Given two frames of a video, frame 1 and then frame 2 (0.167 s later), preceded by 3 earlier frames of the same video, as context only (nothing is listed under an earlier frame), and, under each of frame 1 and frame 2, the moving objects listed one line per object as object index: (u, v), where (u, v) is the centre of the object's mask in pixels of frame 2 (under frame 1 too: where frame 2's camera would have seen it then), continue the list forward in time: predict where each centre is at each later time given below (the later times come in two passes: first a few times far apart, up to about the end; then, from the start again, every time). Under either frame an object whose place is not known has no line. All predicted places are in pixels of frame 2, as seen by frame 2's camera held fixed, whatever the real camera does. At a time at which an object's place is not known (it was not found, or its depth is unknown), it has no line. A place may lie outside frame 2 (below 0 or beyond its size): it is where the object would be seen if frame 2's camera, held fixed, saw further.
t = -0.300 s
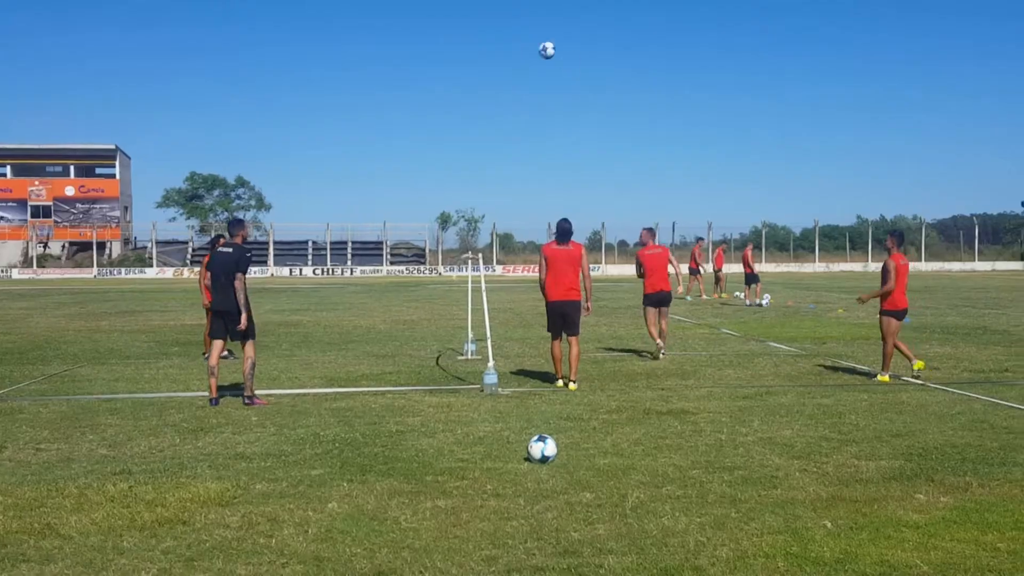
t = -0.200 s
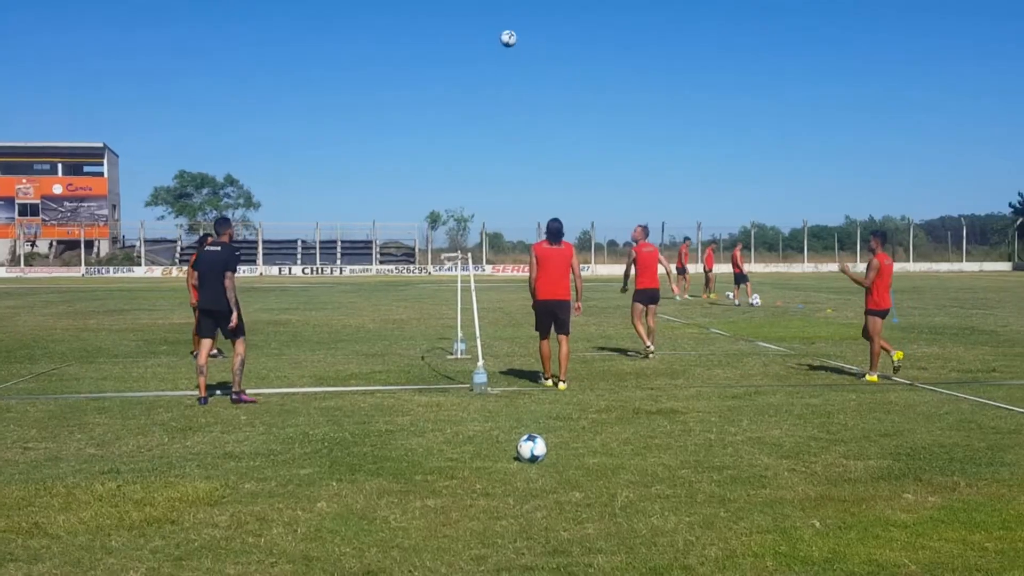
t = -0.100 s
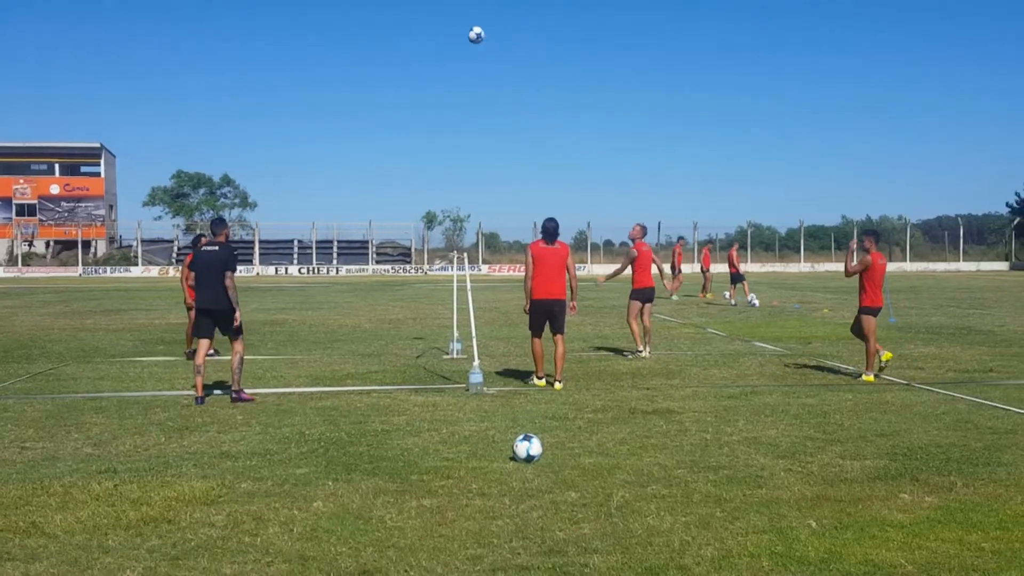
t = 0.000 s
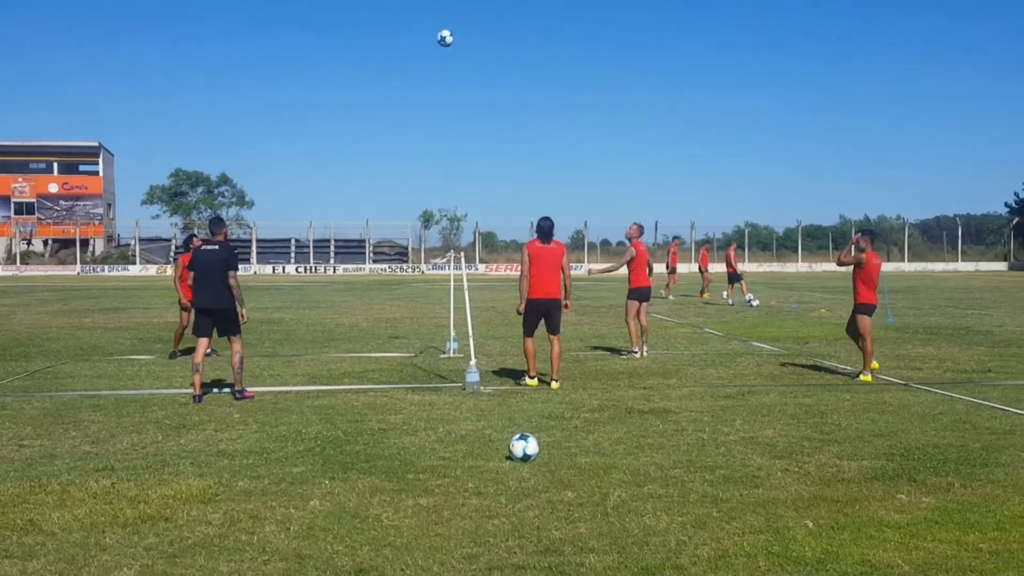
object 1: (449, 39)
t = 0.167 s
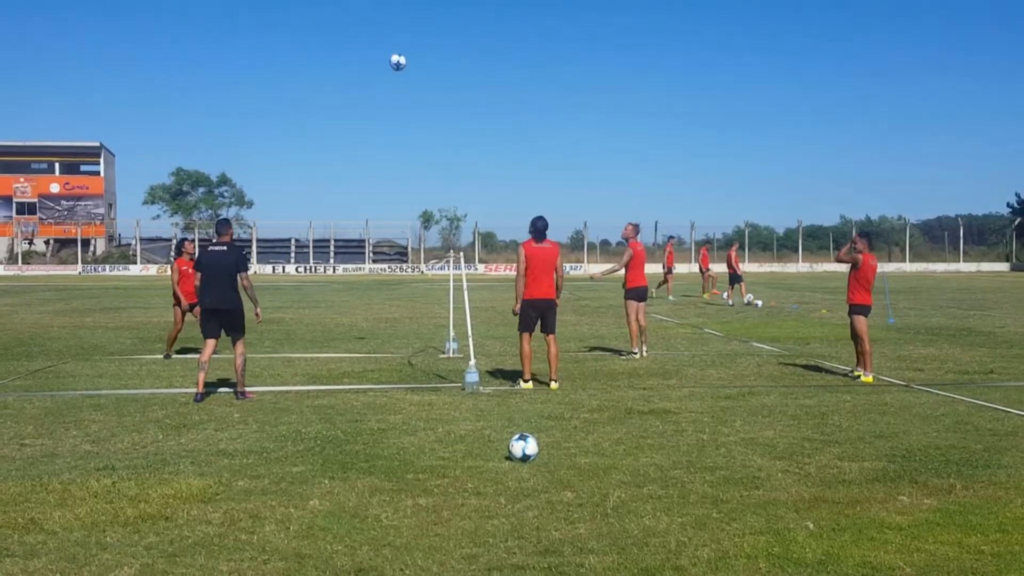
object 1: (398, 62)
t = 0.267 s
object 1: (367, 87)
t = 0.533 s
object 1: (292, 186)
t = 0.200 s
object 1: (387, 69)
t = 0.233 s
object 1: (378, 78)
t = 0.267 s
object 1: (367, 87)
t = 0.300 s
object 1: (357, 96)
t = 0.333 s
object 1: (348, 106)
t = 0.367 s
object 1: (337, 118)
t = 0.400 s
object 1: (328, 129)
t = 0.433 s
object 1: (318, 142)
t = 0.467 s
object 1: (308, 156)
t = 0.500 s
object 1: (299, 170)
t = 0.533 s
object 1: (292, 186)
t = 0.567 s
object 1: (285, 202)
